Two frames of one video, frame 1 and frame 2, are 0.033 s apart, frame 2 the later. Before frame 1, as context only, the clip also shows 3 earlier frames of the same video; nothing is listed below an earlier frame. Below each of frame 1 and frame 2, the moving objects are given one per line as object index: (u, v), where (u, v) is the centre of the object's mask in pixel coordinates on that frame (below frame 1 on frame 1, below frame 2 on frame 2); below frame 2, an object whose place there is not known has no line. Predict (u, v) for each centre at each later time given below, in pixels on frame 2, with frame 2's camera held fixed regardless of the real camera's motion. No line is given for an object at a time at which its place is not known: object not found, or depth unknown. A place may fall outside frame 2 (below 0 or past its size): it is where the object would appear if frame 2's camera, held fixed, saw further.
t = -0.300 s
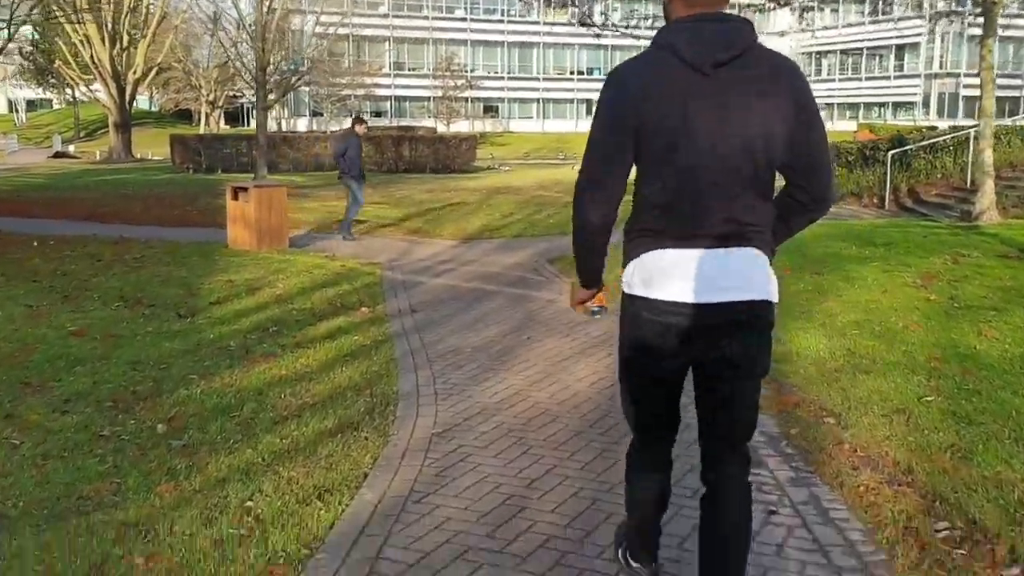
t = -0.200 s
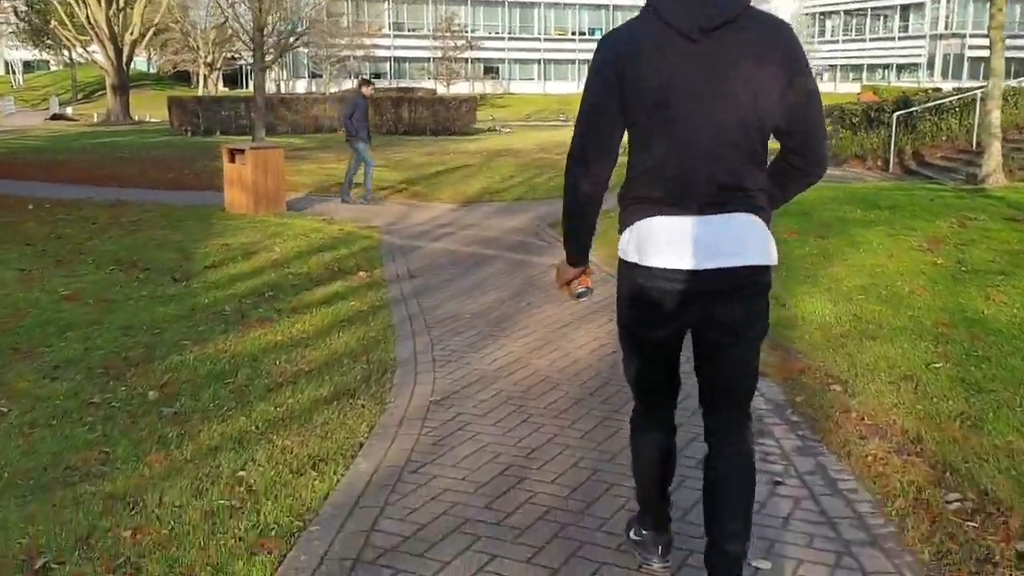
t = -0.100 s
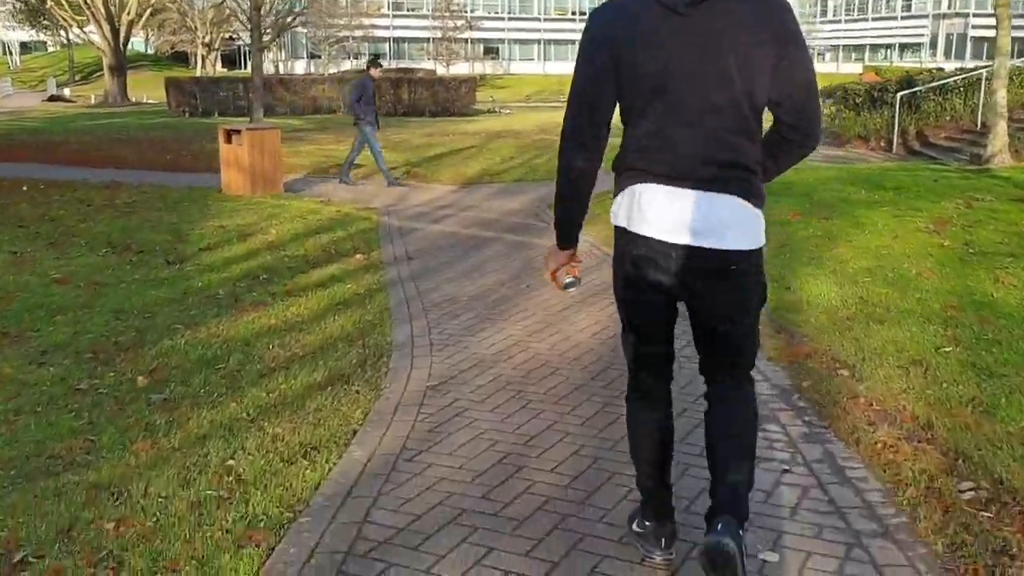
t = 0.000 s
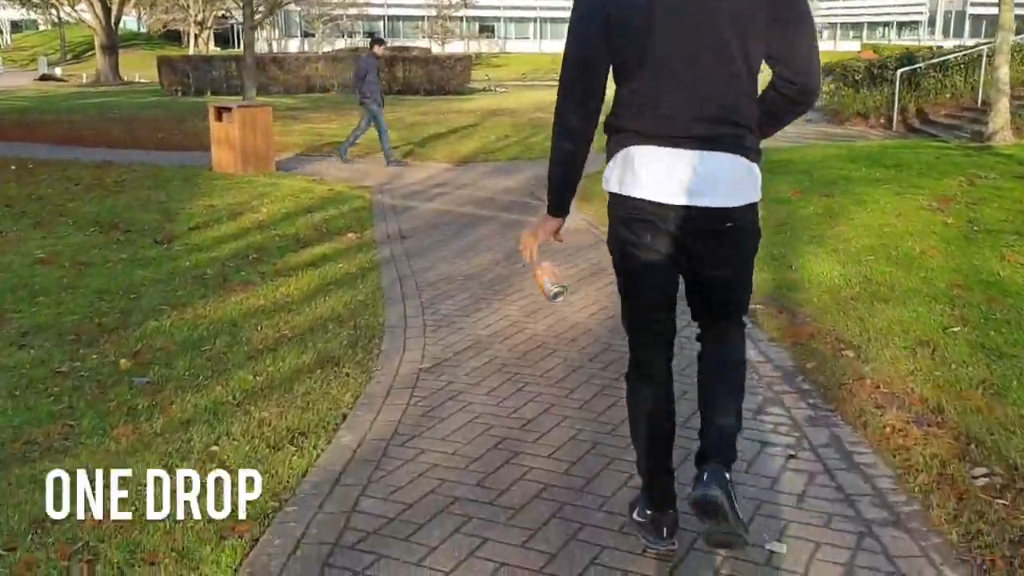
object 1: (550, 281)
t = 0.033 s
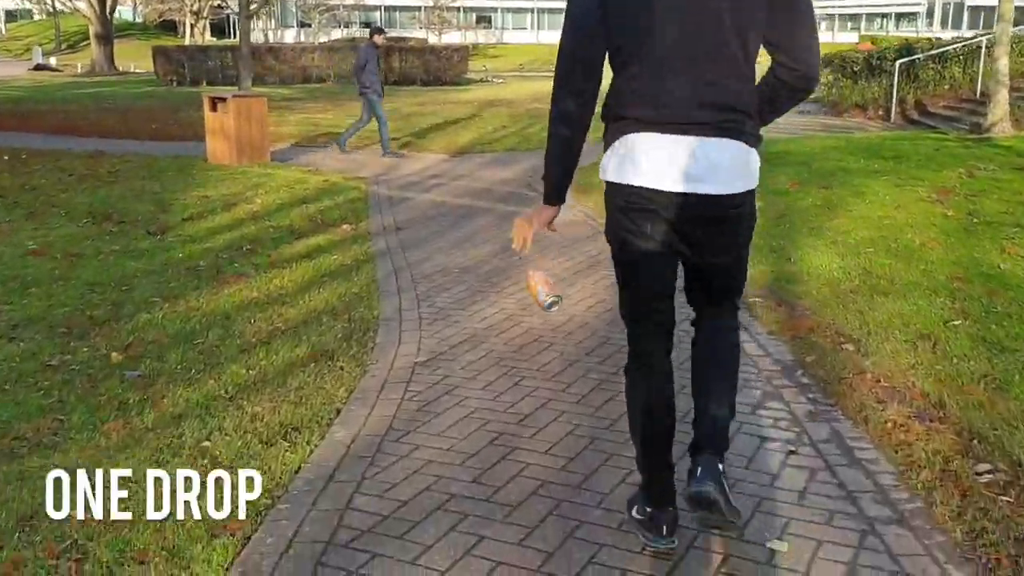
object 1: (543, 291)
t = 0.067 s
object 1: (541, 311)
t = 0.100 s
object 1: (537, 333)
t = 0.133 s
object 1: (535, 359)
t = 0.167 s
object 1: (533, 387)
